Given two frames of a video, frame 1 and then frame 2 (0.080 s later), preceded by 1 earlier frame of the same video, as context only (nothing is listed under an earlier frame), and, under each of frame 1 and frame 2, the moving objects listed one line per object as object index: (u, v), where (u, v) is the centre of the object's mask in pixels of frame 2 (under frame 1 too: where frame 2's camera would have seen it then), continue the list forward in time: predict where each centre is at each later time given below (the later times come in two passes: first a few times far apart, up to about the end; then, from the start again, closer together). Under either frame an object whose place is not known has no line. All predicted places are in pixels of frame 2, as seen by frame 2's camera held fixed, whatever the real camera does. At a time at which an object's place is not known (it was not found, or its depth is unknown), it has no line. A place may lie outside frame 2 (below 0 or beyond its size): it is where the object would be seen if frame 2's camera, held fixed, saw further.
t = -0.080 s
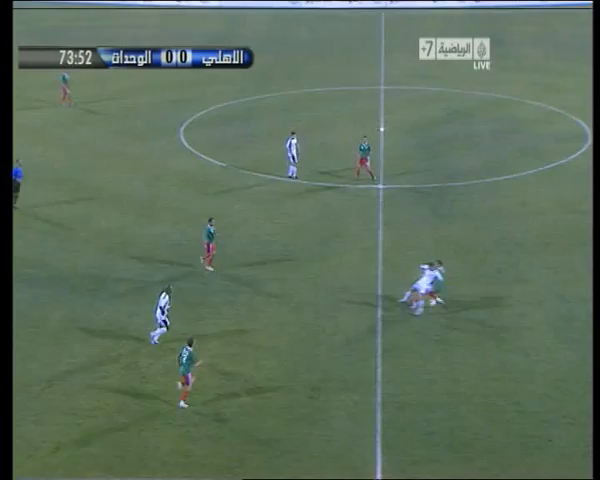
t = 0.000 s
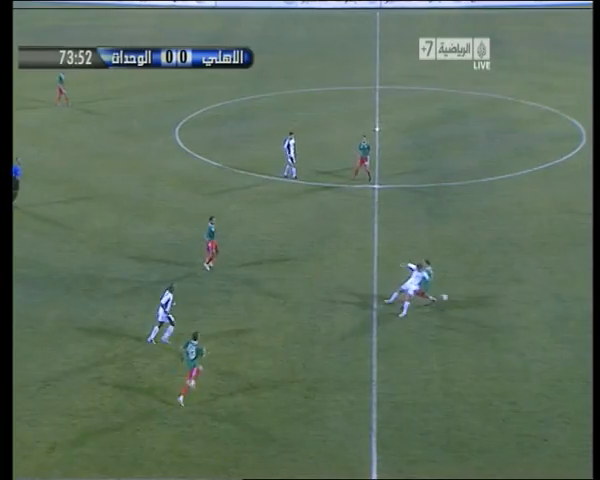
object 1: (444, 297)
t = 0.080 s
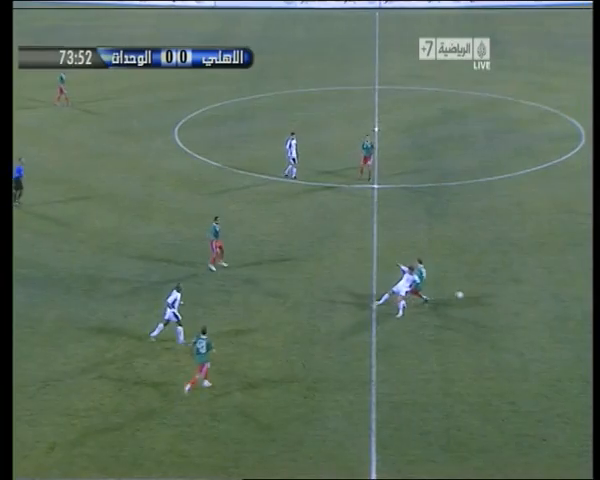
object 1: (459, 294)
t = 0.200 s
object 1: (482, 295)
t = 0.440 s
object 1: (531, 299)
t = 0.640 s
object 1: (568, 297)
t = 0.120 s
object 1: (467, 294)
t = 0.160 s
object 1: (475, 294)
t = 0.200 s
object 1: (482, 295)
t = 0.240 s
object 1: (490, 296)
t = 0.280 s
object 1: (499, 298)
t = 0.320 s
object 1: (507, 300)
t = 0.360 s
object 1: (514, 303)
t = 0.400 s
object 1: (522, 301)
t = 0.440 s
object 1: (531, 299)
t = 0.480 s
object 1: (538, 298)
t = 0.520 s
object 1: (546, 297)
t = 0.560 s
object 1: (553, 296)
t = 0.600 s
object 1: (560, 296)
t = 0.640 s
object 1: (568, 297)
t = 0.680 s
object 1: (575, 298)
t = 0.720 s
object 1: (581, 299)
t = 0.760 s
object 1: (589, 301)
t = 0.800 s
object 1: (596, 299)
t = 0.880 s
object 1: (612, 298)
